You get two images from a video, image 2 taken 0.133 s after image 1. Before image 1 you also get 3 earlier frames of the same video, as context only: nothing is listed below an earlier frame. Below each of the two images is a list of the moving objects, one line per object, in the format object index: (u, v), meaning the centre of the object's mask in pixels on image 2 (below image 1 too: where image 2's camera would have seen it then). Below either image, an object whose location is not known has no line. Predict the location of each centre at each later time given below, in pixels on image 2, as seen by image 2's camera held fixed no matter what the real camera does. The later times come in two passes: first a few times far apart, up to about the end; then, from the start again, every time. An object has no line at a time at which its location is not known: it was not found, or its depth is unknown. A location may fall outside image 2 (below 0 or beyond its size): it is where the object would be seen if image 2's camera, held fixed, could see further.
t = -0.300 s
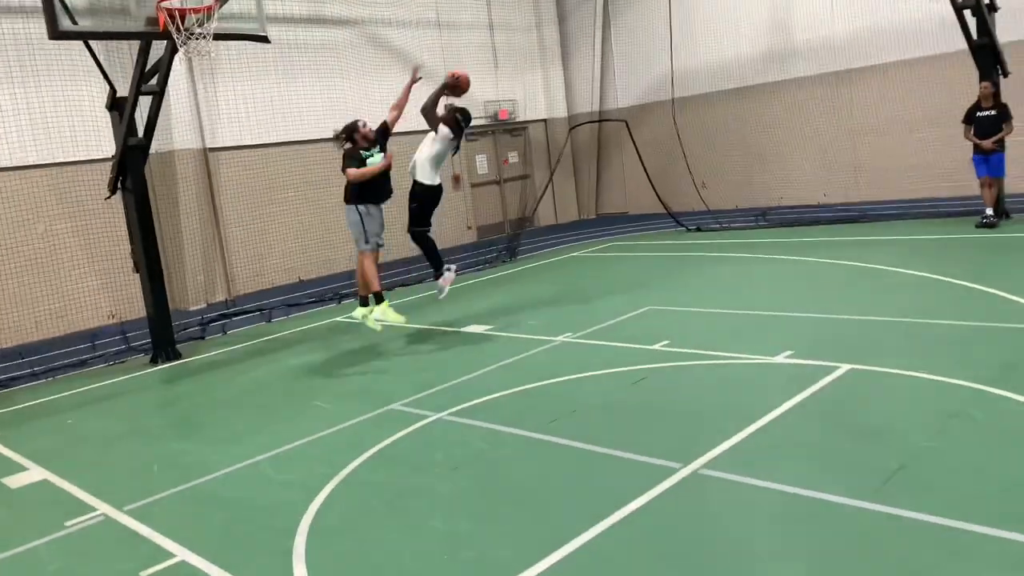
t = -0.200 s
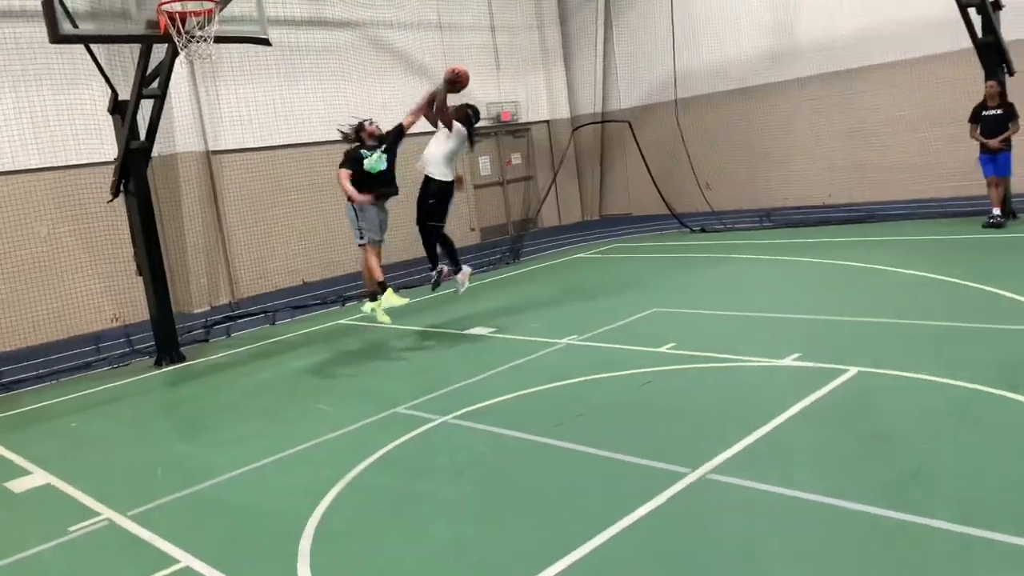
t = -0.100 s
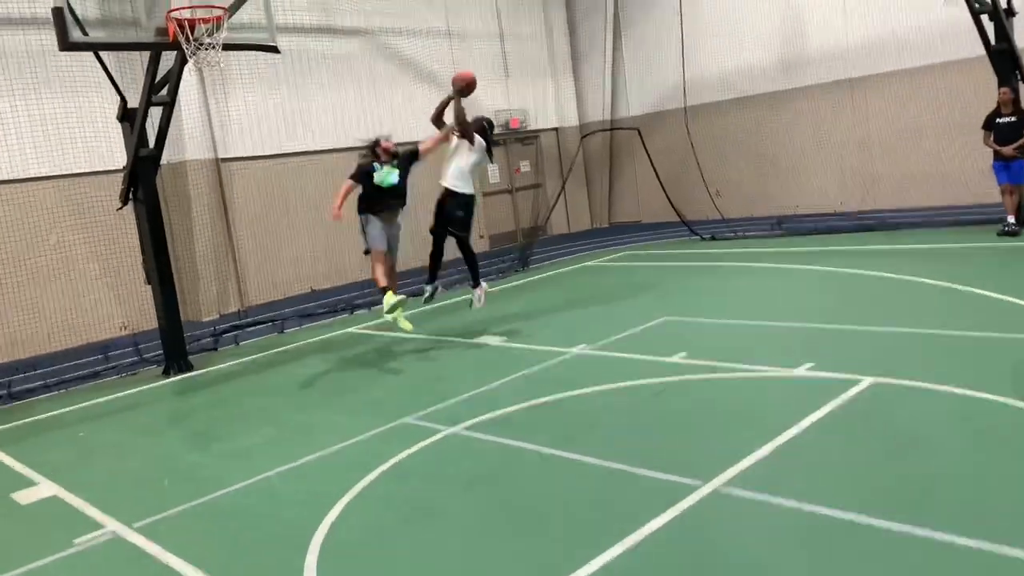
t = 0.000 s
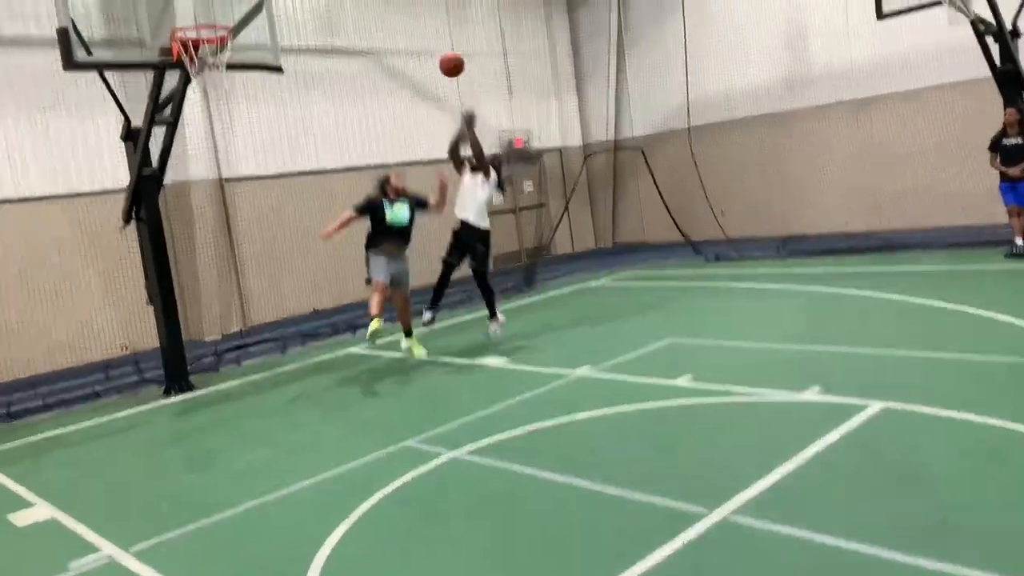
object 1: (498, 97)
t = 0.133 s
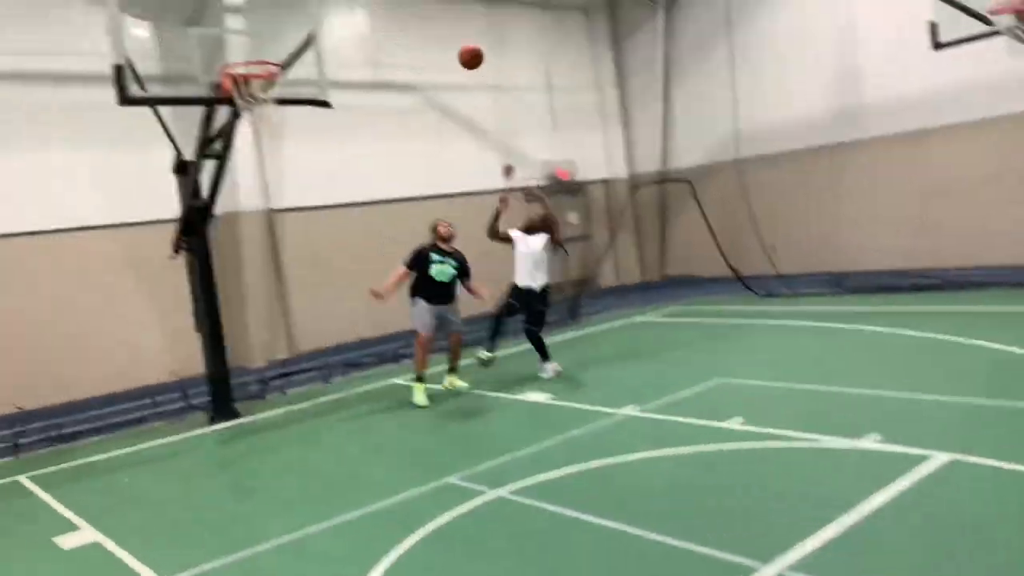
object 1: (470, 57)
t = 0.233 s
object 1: (451, 38)
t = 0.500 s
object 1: (413, 38)
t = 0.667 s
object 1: (393, 75)
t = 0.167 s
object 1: (464, 49)
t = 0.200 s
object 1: (457, 43)
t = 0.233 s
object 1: (451, 38)
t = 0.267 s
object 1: (446, 34)
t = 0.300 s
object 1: (441, 31)
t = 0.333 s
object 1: (435, 29)
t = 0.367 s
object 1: (430, 28)
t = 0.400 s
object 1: (425, 29)
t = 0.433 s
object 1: (421, 31)
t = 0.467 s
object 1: (418, 34)
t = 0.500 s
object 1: (413, 38)
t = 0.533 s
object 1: (408, 43)
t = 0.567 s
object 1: (404, 49)
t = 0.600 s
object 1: (401, 57)
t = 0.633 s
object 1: (397, 66)
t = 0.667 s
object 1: (393, 75)
